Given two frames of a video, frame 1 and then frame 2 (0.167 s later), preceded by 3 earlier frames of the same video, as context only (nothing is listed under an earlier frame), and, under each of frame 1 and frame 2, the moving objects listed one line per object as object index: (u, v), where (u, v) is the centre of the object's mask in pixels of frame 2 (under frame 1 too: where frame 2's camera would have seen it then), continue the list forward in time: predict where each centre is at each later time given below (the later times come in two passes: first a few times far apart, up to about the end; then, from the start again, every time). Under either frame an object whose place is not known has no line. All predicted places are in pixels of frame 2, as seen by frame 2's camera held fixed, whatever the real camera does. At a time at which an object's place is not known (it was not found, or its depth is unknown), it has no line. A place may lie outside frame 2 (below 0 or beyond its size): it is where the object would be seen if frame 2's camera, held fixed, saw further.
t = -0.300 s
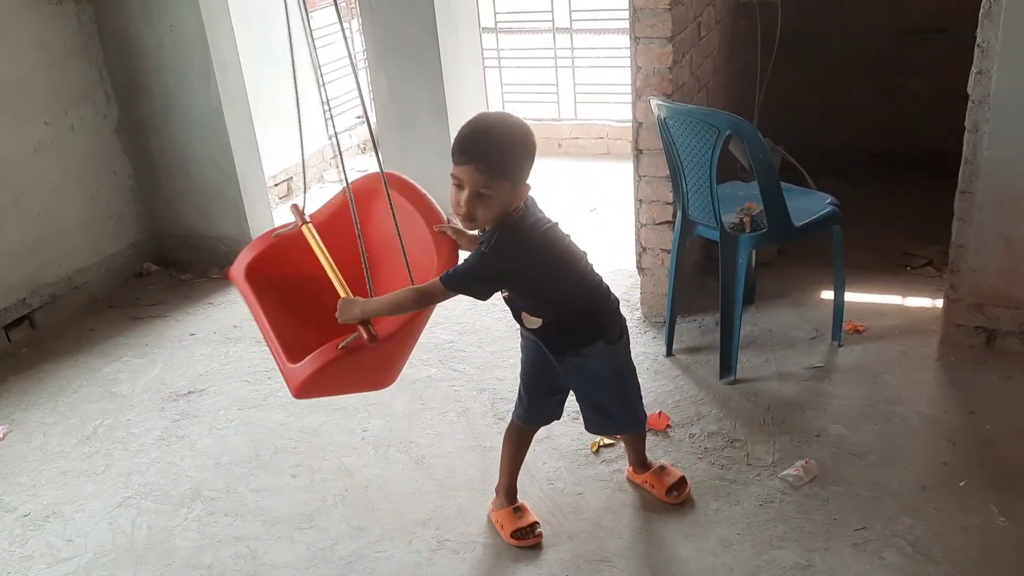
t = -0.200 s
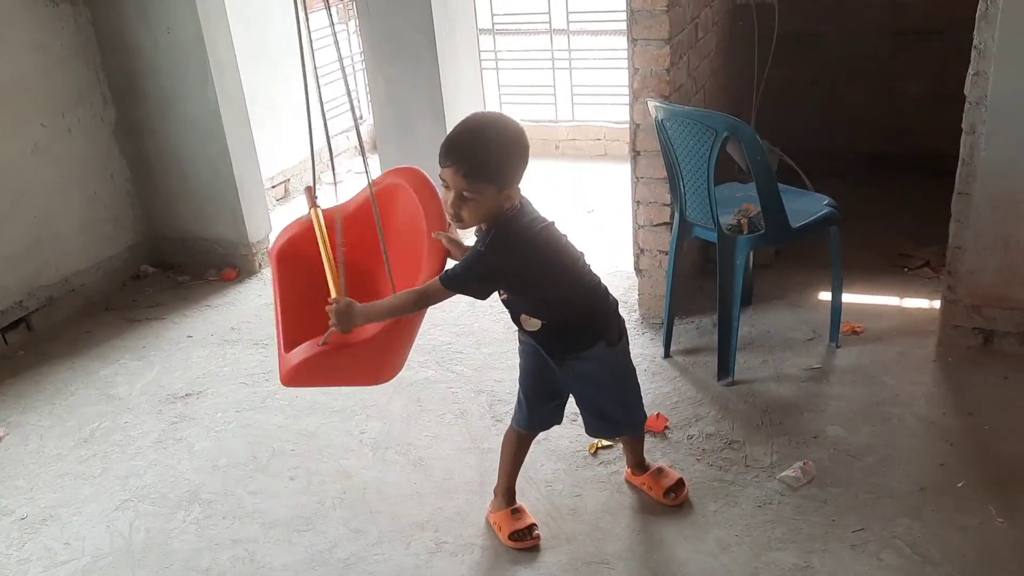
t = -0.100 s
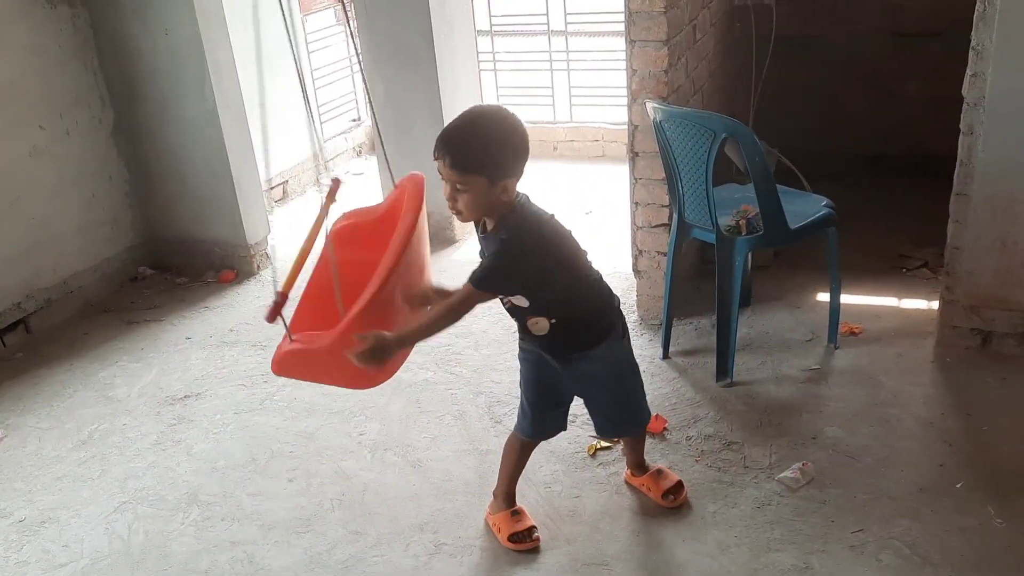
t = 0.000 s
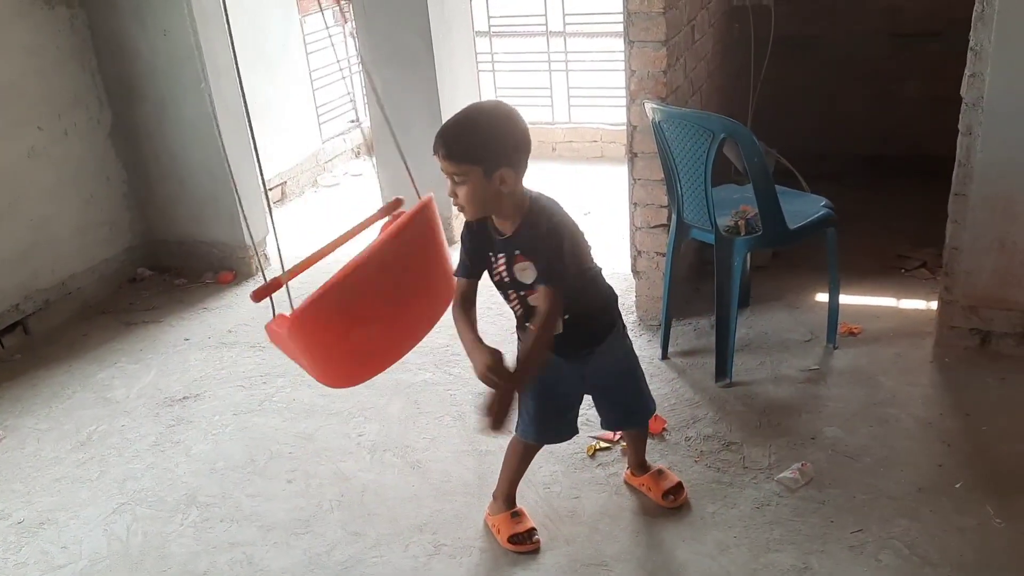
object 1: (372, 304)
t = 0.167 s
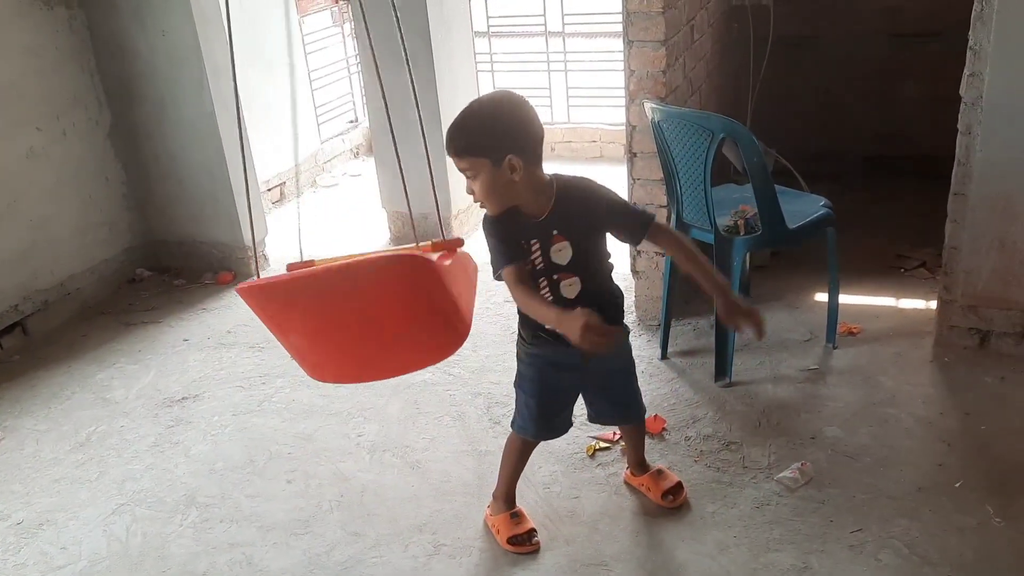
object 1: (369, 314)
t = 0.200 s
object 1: (369, 319)
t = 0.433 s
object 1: (349, 355)
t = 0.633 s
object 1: (330, 385)
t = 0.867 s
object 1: (295, 441)
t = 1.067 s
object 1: (280, 459)
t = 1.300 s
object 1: (253, 497)
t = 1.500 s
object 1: (213, 496)
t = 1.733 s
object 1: (214, 499)
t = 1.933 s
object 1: (225, 474)
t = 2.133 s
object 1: (251, 422)
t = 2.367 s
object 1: (298, 365)
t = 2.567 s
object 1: (319, 330)
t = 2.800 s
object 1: (353, 297)
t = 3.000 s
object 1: (366, 289)
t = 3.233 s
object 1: (377, 300)
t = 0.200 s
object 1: (369, 319)
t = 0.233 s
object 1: (370, 325)
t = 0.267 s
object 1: (371, 331)
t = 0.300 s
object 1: (371, 337)
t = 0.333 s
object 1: (370, 344)
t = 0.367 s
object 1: (362, 348)
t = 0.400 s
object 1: (356, 352)
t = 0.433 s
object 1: (349, 355)
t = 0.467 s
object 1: (344, 358)
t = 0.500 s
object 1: (341, 362)
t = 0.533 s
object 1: (338, 367)
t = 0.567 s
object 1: (336, 372)
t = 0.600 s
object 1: (332, 378)
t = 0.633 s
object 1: (330, 385)
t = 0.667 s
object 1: (328, 395)
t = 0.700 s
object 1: (322, 404)
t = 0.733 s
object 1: (310, 413)
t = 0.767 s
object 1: (311, 416)
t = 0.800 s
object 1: (305, 427)
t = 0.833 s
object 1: (300, 435)
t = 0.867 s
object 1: (295, 441)
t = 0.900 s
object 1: (289, 444)
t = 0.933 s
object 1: (284, 448)
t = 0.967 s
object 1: (279, 453)
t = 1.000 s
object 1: (280, 454)
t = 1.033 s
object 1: (291, 451)
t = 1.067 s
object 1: (280, 459)
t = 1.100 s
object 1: (270, 468)
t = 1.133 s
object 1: (262, 477)
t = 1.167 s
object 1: (257, 483)
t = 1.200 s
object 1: (259, 487)
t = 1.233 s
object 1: (260, 492)
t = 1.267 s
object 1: (262, 494)
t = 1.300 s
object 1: (253, 497)
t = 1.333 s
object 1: (239, 498)
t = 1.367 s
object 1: (232, 500)
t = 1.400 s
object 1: (225, 500)
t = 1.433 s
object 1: (219, 499)
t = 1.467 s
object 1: (215, 498)
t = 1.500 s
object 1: (213, 496)
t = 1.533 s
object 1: (212, 496)
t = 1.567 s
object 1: (211, 497)
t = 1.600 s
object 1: (209, 500)
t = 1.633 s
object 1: (209, 500)
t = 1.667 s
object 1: (210, 500)
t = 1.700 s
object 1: (212, 500)
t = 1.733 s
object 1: (214, 499)
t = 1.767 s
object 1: (217, 498)
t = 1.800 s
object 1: (221, 495)
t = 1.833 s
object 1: (224, 493)
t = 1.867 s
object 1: (223, 488)
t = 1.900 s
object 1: (223, 481)
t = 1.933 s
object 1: (225, 474)
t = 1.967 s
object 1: (227, 467)
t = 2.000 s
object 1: (230, 460)
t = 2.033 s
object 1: (233, 452)
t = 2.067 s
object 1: (237, 445)
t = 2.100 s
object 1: (241, 439)
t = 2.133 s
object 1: (251, 422)
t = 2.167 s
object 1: (258, 415)
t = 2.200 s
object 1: (265, 405)
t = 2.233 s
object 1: (272, 397)
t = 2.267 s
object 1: (278, 389)
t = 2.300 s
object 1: (285, 380)
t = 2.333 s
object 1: (292, 372)
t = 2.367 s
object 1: (298, 365)
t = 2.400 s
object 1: (303, 358)
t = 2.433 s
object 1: (307, 352)
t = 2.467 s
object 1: (315, 344)
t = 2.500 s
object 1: (315, 340)
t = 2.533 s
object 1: (317, 335)
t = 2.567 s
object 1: (319, 330)
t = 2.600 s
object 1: (332, 321)
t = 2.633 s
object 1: (334, 316)
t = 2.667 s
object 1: (338, 311)
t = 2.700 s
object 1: (342, 307)
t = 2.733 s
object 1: (346, 303)
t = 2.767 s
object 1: (350, 300)
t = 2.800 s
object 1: (353, 297)
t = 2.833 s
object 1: (356, 295)
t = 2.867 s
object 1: (358, 293)
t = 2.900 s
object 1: (361, 292)
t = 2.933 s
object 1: (363, 291)
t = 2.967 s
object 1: (365, 290)
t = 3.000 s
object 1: (366, 289)
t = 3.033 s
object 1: (367, 290)
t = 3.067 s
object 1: (369, 289)
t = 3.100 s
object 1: (377, 296)
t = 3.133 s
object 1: (371, 291)
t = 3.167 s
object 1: (377, 297)
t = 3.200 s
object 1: (372, 295)
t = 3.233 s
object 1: (377, 300)
